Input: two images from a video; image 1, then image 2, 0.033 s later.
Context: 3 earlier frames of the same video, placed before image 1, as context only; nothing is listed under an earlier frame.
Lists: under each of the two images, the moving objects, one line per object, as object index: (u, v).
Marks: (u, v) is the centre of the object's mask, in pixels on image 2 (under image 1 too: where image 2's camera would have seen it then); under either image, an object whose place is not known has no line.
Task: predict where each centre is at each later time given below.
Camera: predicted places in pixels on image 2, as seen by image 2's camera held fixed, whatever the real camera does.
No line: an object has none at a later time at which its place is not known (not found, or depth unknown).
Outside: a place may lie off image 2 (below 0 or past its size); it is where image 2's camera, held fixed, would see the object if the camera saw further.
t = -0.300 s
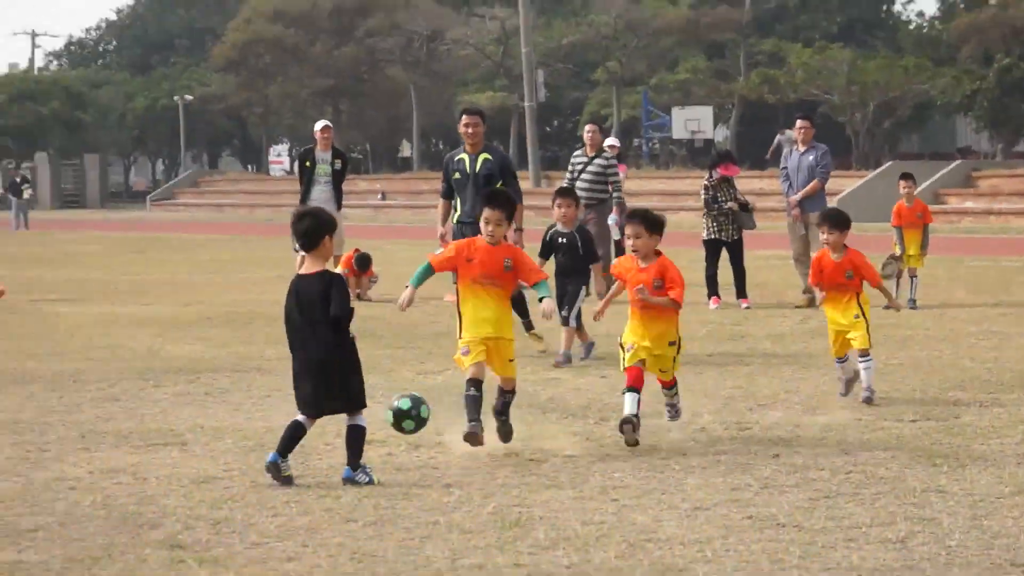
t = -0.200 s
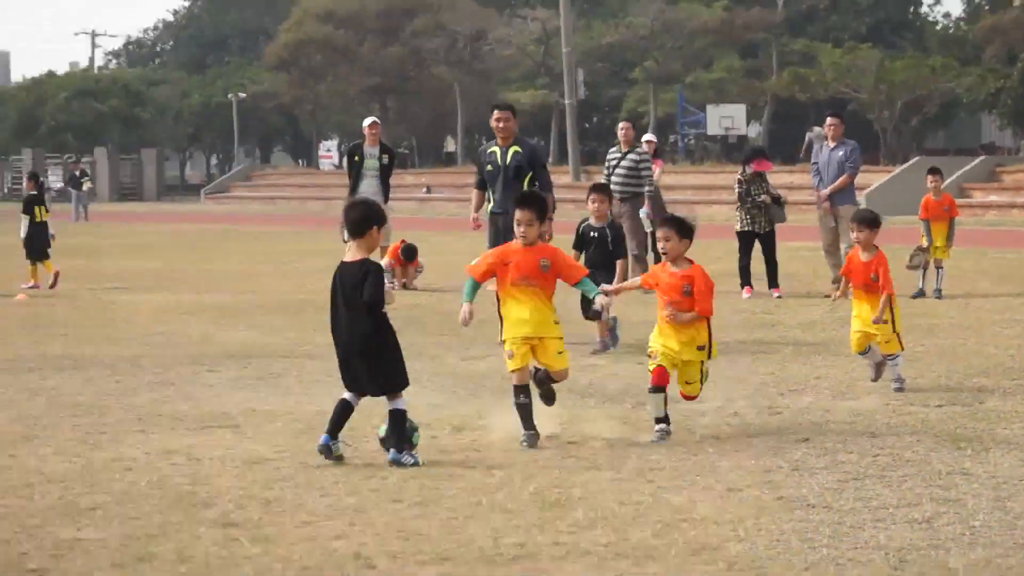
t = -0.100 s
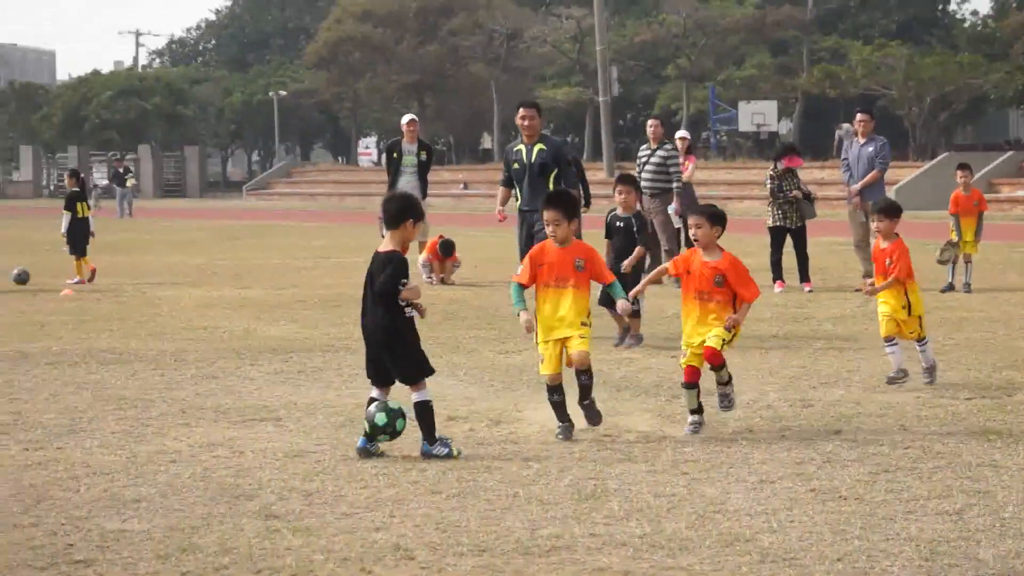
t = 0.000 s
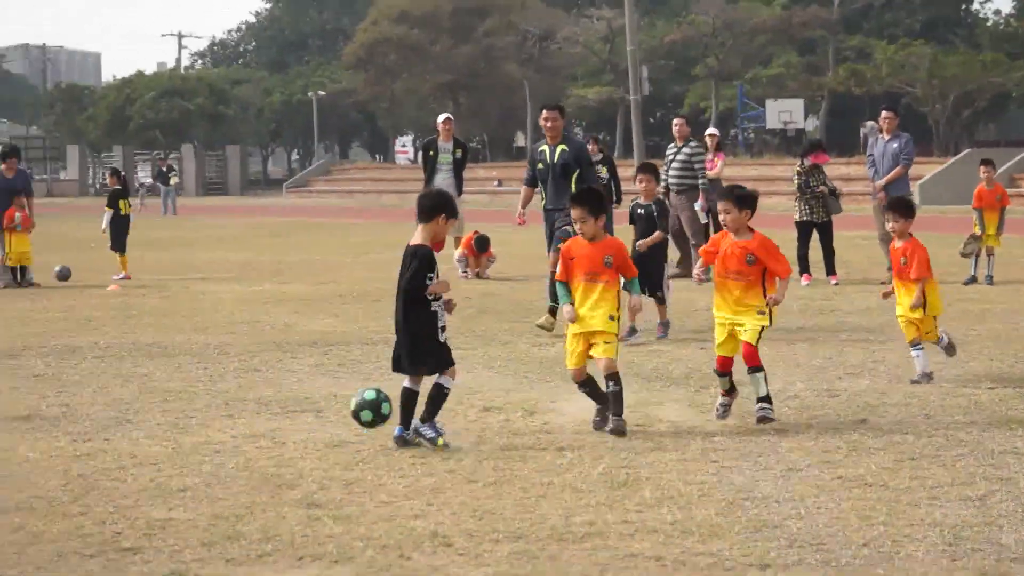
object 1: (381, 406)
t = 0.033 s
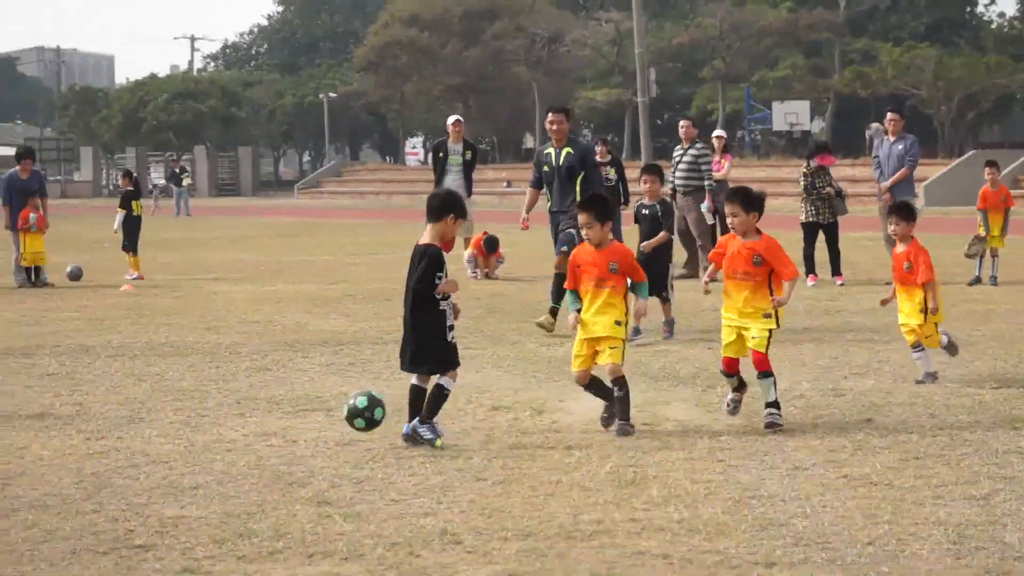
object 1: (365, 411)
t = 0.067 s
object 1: (347, 416)
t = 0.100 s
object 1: (329, 425)
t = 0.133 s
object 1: (311, 437)
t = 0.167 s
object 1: (292, 442)
